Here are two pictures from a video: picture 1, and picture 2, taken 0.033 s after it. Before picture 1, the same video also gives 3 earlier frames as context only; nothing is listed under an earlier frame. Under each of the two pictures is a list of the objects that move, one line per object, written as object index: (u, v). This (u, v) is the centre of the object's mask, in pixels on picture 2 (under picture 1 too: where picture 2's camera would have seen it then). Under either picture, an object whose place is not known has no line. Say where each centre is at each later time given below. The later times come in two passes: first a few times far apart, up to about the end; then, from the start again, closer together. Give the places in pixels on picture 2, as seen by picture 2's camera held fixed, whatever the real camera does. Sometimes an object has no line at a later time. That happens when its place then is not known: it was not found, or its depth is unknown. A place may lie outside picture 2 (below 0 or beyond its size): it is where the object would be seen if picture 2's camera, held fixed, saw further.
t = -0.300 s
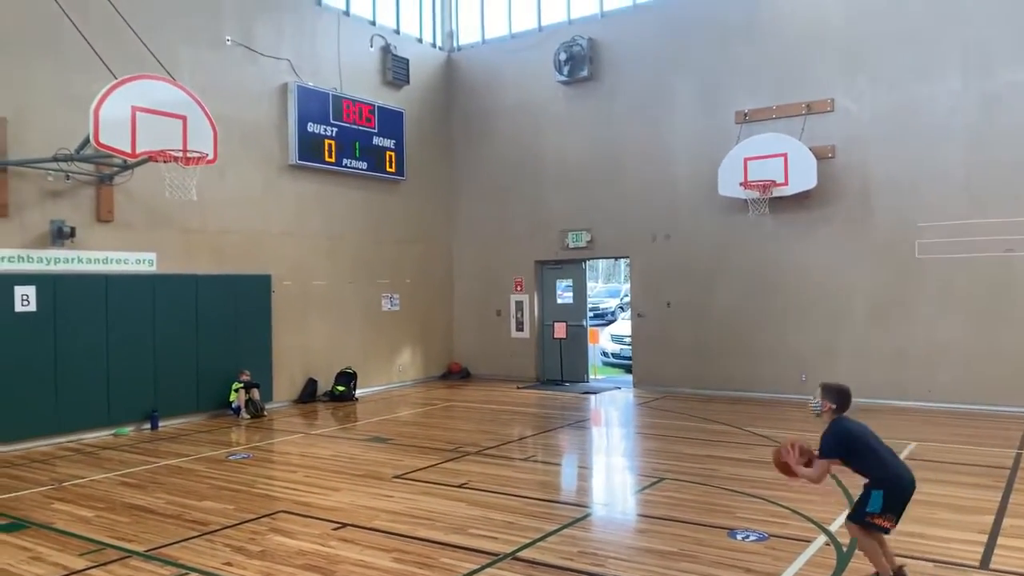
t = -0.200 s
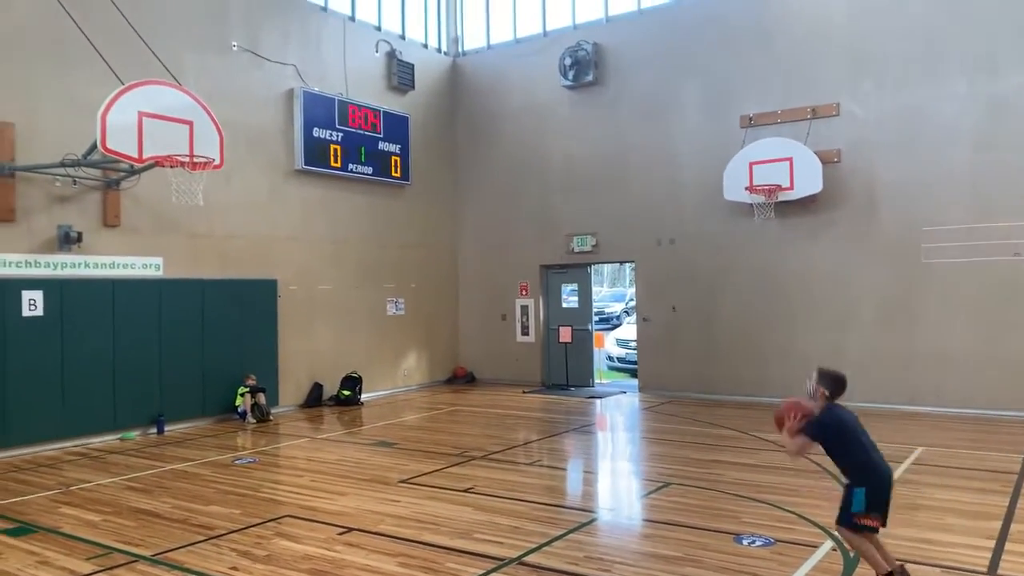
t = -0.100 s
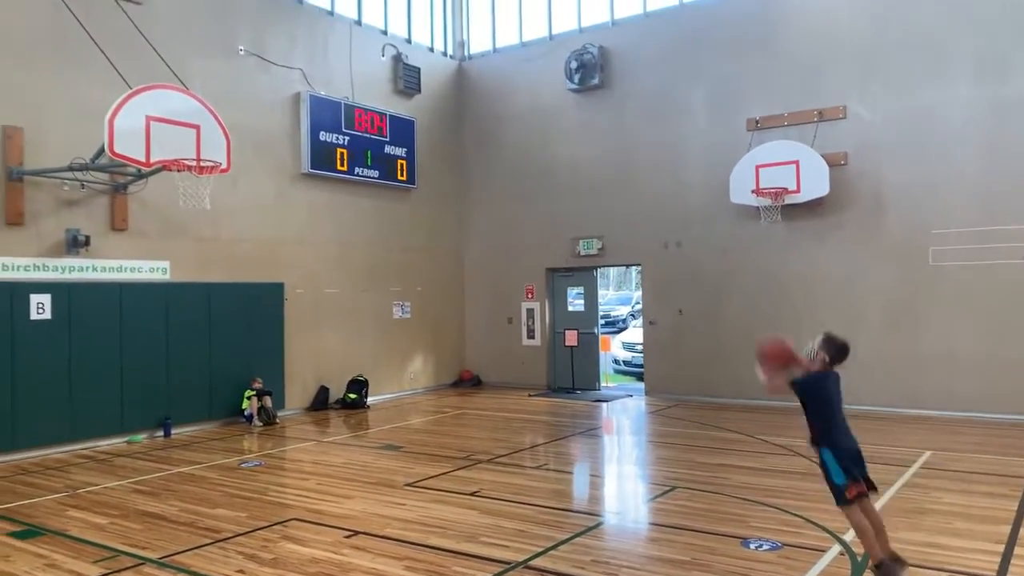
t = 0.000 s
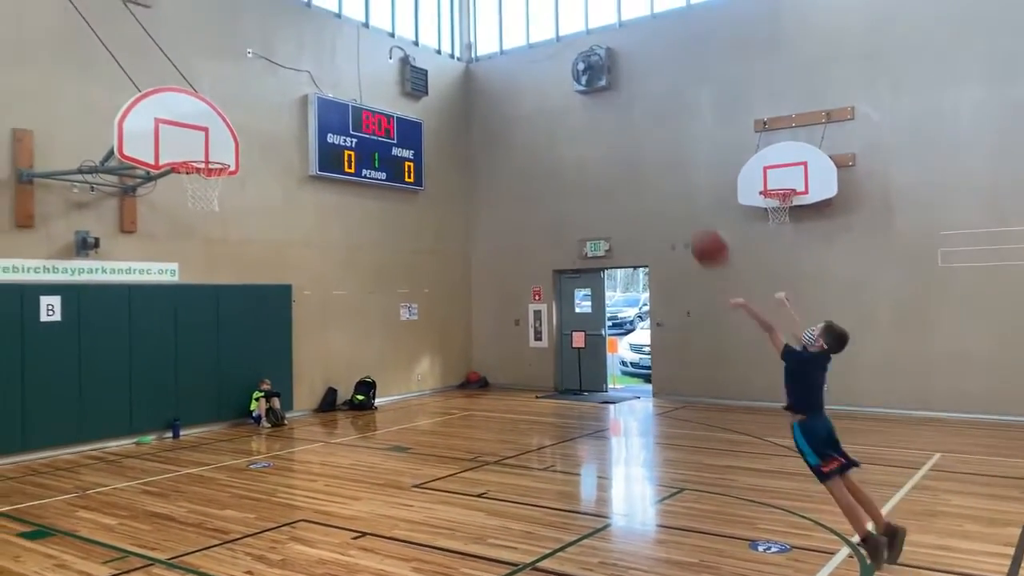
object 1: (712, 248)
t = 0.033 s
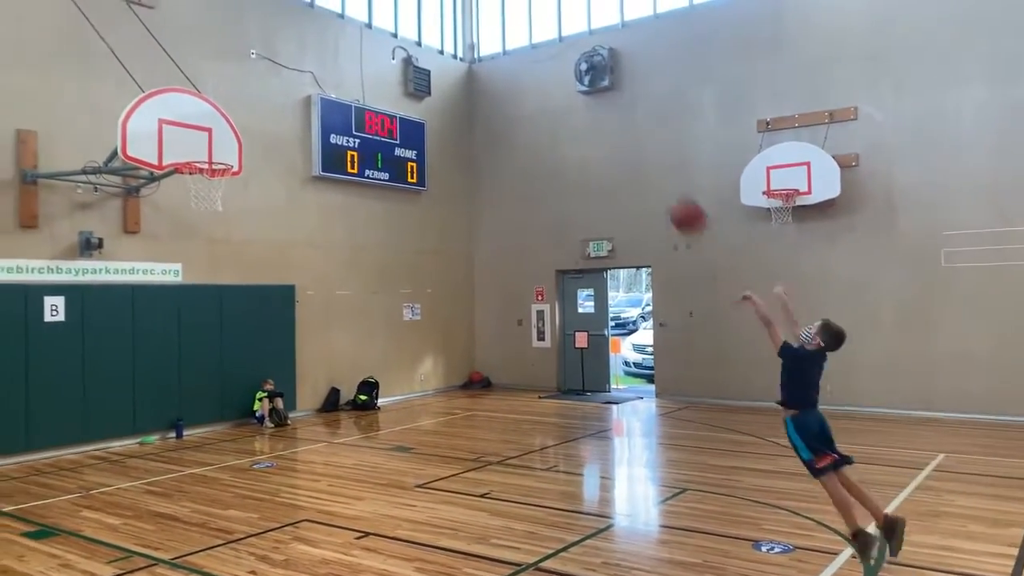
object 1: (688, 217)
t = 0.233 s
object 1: (559, 76)
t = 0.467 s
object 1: (442, 9)
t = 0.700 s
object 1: (349, 16)
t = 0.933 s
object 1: (274, 77)
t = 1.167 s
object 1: (213, 165)
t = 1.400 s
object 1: (202, 202)
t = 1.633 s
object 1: (206, 275)
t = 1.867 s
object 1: (212, 403)
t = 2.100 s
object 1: (214, 408)
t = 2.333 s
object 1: (212, 342)
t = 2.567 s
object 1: (213, 332)
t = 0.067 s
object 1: (664, 187)
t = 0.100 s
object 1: (641, 159)
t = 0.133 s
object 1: (620, 135)
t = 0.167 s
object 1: (599, 113)
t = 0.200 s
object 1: (580, 93)
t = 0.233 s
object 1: (559, 76)
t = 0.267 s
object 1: (541, 60)
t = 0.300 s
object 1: (523, 48)
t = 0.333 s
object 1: (506, 36)
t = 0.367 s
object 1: (488, 26)
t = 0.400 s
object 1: (472, 19)
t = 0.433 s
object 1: (458, 12)
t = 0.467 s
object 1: (442, 9)
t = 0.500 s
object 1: (427, 7)
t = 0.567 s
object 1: (400, 6)
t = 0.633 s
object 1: (374, 8)
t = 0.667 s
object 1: (362, 10)
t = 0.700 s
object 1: (349, 16)
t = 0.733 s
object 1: (338, 22)
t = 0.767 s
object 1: (327, 28)
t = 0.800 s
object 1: (316, 36)
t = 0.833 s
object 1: (305, 44)
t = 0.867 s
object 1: (294, 54)
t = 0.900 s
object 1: (285, 65)
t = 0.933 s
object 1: (274, 77)
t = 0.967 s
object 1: (264, 89)
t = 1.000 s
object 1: (255, 103)
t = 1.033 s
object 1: (246, 116)
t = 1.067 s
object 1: (237, 131)
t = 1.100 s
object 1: (228, 146)
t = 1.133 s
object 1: (220, 159)
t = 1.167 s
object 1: (213, 165)
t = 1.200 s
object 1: (205, 174)
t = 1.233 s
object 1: (201, 179)
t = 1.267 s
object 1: (201, 182)
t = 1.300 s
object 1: (201, 186)
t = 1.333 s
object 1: (202, 191)
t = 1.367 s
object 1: (202, 197)
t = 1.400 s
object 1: (202, 202)
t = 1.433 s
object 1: (202, 209)
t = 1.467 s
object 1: (203, 217)
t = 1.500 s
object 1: (203, 227)
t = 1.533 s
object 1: (204, 237)
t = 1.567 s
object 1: (205, 248)
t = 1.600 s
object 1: (206, 261)
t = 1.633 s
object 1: (206, 275)
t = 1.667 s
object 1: (208, 289)
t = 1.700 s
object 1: (209, 305)
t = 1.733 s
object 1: (210, 322)
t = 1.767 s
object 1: (210, 341)
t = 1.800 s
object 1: (211, 360)
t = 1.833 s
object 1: (210, 381)
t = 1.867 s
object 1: (212, 403)
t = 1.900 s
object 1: (212, 425)
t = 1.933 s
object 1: (210, 451)
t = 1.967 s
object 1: (210, 471)
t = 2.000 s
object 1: (211, 452)
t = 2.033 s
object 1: (211, 438)
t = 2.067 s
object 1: (214, 421)
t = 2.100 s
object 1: (214, 408)
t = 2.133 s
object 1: (213, 395)
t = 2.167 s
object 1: (213, 383)
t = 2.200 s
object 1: (213, 373)
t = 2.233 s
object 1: (212, 364)
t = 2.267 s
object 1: (213, 355)
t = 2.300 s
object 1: (212, 348)
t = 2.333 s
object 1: (212, 342)
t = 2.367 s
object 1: (213, 338)
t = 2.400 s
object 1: (213, 335)
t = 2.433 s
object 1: (213, 331)
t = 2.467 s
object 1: (213, 329)
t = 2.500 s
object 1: (213, 329)
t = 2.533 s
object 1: (213, 330)
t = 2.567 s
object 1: (213, 332)
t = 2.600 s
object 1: (213, 336)
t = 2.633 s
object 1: (213, 340)
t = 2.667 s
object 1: (213, 346)
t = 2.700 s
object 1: (213, 353)
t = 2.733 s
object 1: (214, 362)
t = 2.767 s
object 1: (214, 372)
